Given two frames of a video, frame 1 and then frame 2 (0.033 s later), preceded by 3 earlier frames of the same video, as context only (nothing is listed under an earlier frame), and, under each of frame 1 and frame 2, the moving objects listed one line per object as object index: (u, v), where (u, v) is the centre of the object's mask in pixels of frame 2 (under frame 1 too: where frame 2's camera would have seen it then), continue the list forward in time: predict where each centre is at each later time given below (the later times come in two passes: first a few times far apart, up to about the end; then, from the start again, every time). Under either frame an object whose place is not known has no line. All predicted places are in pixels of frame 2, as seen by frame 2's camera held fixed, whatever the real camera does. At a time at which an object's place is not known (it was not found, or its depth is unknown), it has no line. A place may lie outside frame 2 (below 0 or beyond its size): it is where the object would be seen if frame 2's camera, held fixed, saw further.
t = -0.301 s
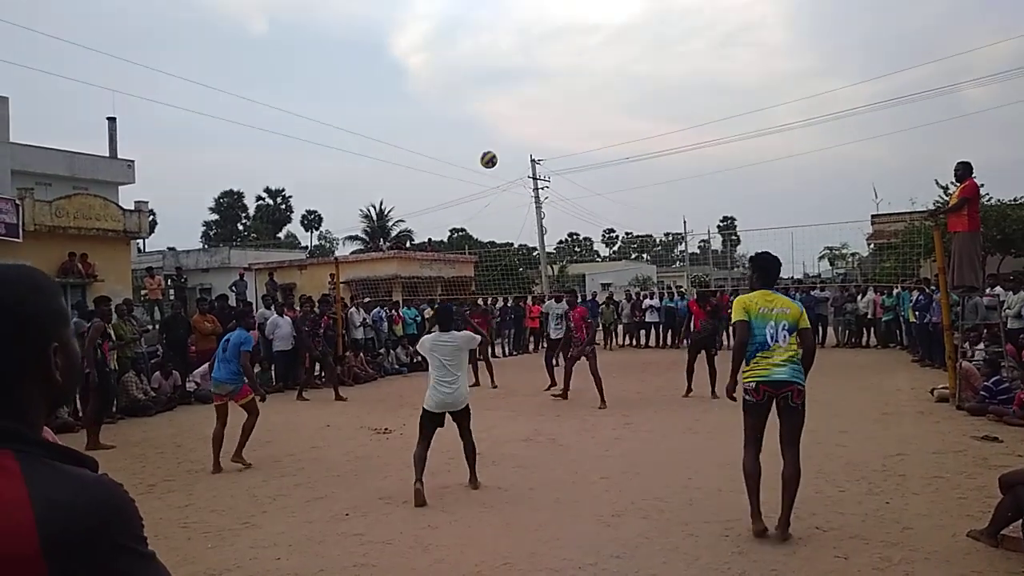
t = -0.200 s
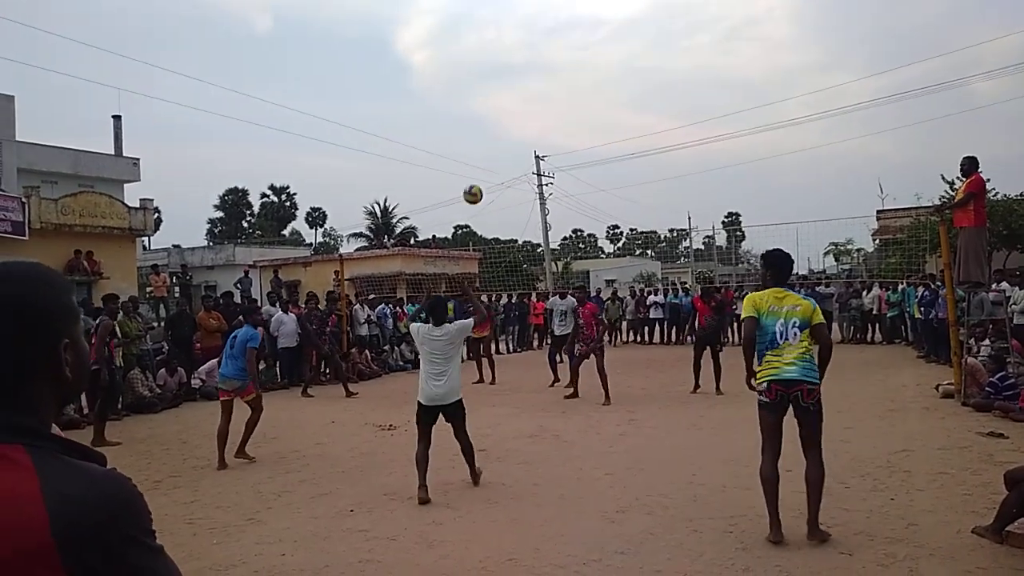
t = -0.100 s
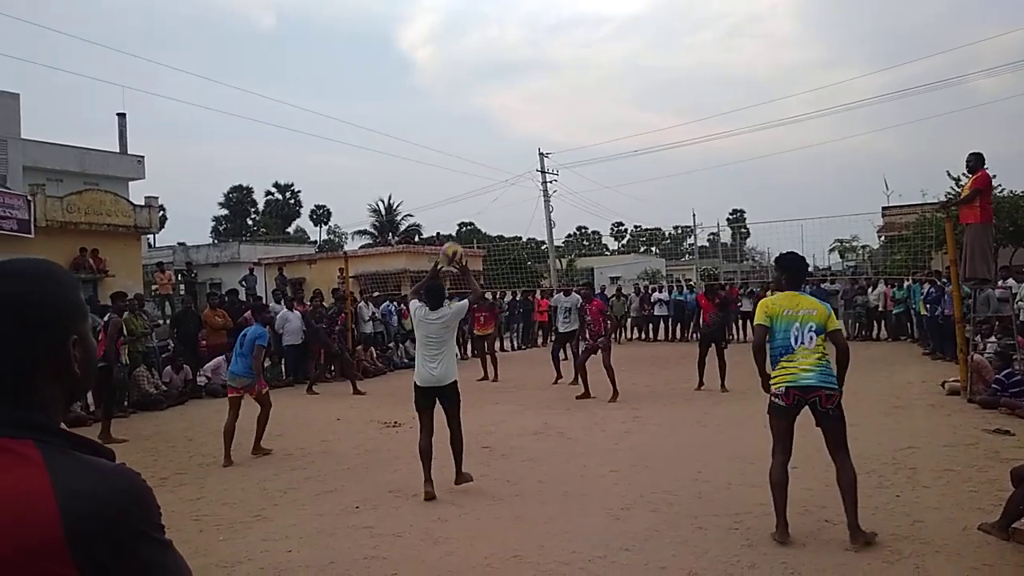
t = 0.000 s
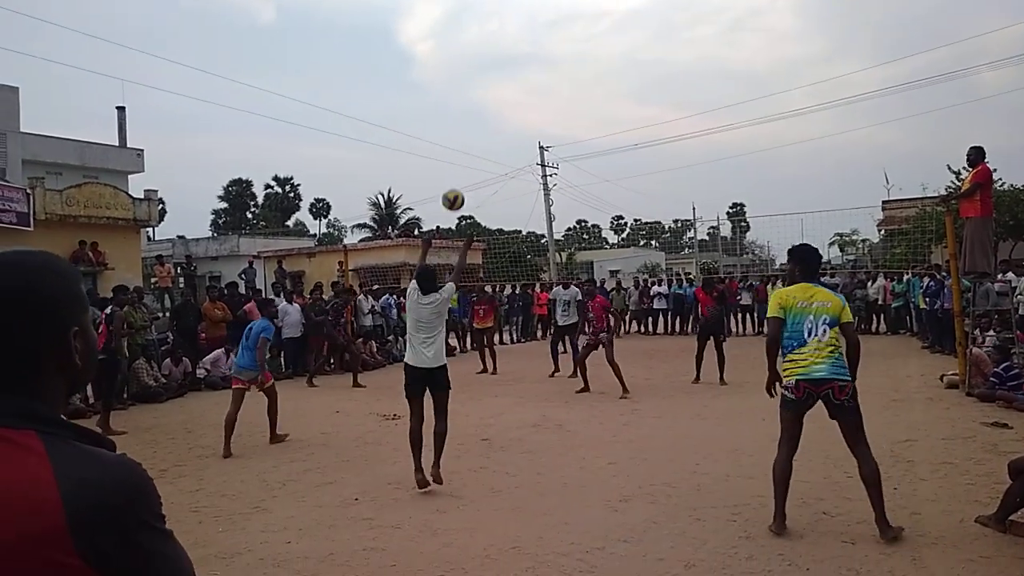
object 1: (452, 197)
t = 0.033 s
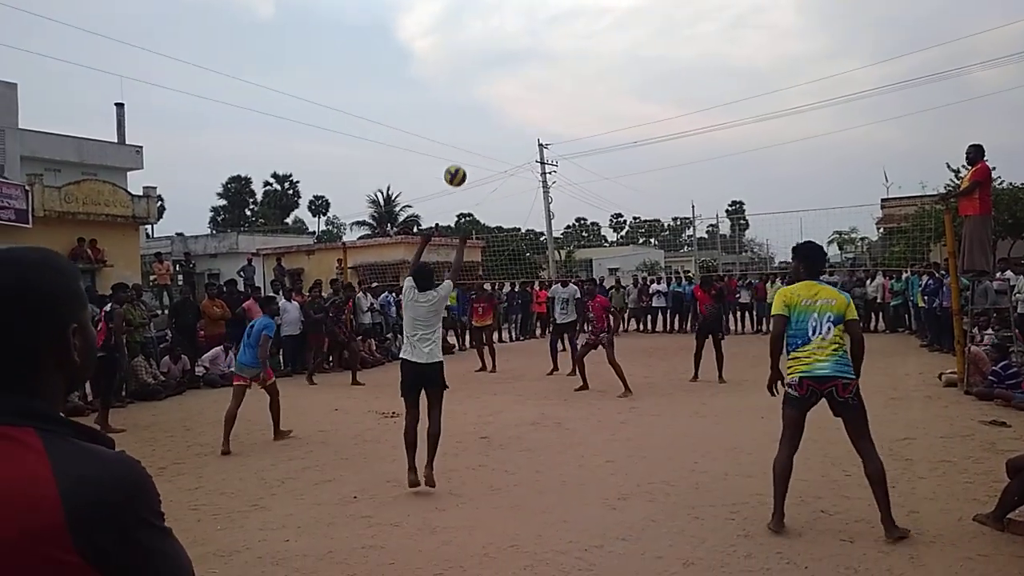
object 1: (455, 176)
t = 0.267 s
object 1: (475, 71)
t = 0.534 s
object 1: (493, 33)
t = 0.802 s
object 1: (509, 54)
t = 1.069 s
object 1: (523, 123)
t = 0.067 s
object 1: (458, 156)
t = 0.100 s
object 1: (460, 137)
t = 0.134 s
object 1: (463, 121)
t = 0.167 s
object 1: (466, 106)
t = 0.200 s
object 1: (469, 93)
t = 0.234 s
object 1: (472, 81)
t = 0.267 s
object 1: (475, 71)
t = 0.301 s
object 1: (478, 62)
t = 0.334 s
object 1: (480, 54)
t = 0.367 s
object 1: (482, 47)
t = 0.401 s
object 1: (485, 42)
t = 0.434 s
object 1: (487, 38)
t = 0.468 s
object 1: (489, 35)
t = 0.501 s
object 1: (491, 33)
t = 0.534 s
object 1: (493, 33)
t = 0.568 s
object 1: (495, 32)
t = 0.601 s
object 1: (498, 33)
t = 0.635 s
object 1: (500, 34)
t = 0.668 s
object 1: (502, 37)
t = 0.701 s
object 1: (504, 40)
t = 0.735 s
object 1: (505, 44)
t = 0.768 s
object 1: (506, 49)
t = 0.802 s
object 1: (509, 54)
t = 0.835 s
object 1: (511, 61)
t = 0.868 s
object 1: (513, 68)
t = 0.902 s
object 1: (514, 76)
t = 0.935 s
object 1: (516, 84)
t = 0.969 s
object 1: (518, 93)
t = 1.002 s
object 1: (520, 102)
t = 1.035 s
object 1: (521, 112)
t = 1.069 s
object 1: (523, 123)
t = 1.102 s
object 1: (524, 134)
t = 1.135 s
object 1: (526, 146)
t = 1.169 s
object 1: (528, 159)
